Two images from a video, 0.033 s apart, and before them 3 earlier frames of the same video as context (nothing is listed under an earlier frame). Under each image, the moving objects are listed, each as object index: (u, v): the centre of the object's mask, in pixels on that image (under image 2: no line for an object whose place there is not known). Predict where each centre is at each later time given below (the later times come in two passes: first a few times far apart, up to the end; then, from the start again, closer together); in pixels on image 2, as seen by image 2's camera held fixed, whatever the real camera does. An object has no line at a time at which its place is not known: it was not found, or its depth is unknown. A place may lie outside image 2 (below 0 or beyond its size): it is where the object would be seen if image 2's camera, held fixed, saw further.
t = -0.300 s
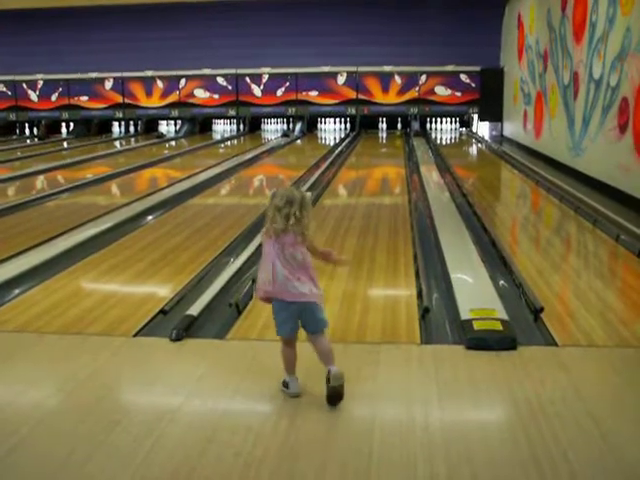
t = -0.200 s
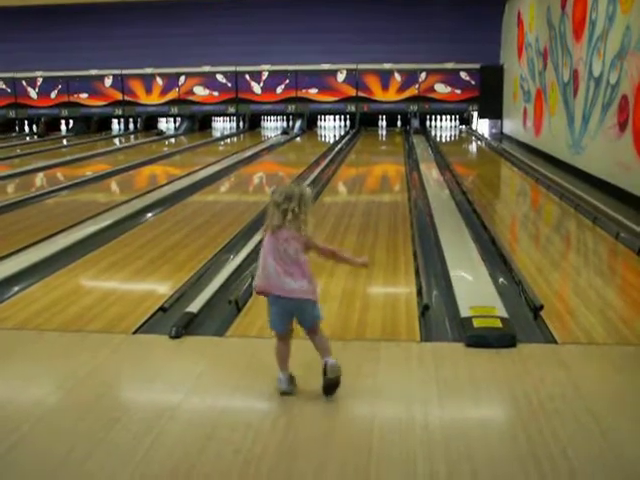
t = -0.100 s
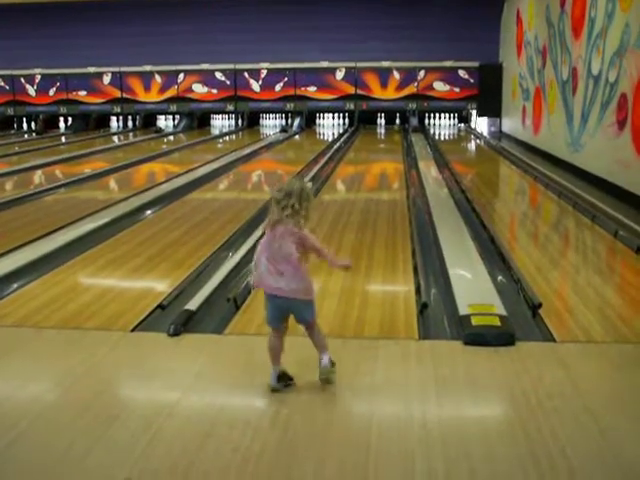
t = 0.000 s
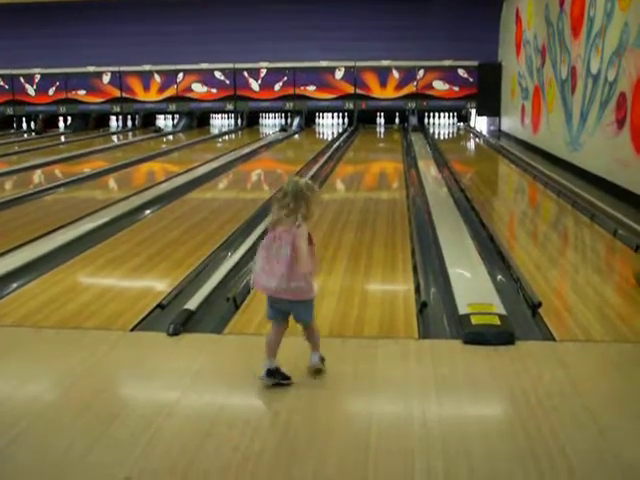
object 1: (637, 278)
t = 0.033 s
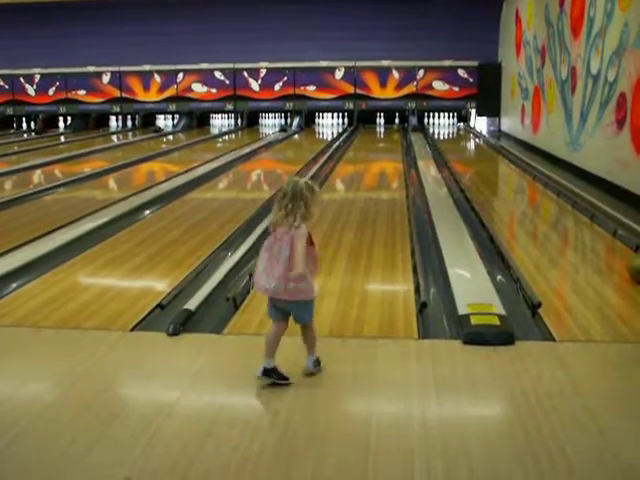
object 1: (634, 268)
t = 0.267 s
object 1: (602, 240)
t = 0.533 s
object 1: (571, 217)
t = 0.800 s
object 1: (548, 198)
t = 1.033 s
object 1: (531, 188)
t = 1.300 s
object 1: (516, 177)
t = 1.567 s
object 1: (504, 168)
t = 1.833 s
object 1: (494, 162)
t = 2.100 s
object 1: (483, 155)
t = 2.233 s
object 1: (478, 152)
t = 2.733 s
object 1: (469, 144)
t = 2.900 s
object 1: (463, 143)
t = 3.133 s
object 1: (462, 142)
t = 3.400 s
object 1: (456, 141)
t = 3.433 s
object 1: (455, 142)
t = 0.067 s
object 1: (632, 266)
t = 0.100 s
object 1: (629, 264)
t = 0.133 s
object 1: (624, 257)
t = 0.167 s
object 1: (618, 252)
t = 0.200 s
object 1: (613, 250)
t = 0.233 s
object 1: (608, 246)
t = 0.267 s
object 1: (602, 240)
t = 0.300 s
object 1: (598, 237)
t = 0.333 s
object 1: (594, 233)
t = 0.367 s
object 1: (591, 231)
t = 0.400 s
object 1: (585, 225)
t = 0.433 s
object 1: (582, 224)
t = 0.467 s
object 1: (578, 222)
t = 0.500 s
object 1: (575, 220)
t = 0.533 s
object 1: (571, 217)
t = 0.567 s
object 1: (568, 214)
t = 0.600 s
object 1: (565, 212)
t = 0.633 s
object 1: (562, 210)
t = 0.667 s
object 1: (559, 209)
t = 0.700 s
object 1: (556, 207)
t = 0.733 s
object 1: (553, 204)
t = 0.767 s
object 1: (550, 201)
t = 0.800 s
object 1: (548, 198)
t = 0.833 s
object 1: (545, 197)
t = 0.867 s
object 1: (543, 195)
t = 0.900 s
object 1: (541, 192)
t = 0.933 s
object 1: (538, 191)
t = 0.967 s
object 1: (536, 190)
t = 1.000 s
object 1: (533, 189)
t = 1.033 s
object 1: (531, 188)
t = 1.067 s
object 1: (529, 186)
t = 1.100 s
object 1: (527, 185)
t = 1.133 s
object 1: (526, 183)
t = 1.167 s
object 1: (524, 182)
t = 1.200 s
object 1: (522, 181)
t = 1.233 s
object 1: (520, 179)
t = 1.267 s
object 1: (517, 178)
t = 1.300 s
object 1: (516, 177)
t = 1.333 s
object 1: (514, 176)
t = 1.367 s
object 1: (513, 174)
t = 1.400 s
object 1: (511, 173)
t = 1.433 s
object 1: (510, 172)
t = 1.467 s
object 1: (508, 171)
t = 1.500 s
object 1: (507, 170)
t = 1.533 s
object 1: (505, 169)
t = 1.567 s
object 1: (504, 168)
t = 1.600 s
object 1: (503, 167)
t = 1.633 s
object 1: (501, 167)
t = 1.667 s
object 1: (499, 166)
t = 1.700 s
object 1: (498, 165)
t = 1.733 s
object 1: (497, 164)
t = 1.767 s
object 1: (495, 163)
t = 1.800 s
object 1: (494, 161)
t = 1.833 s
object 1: (494, 162)
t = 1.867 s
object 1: (491, 161)
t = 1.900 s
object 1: (491, 160)
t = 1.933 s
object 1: (490, 160)
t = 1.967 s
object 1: (487, 159)
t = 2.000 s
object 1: (489, 158)
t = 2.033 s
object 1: (488, 158)
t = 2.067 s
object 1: (486, 156)
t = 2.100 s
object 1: (483, 155)
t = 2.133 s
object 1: (482, 155)
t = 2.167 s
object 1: (482, 154)
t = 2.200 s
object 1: (482, 153)
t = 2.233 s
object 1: (478, 152)
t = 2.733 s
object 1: (469, 144)
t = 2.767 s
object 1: (466, 143)
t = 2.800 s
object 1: (467, 143)
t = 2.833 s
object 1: (465, 141)
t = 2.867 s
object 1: (464, 142)
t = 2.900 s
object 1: (463, 143)
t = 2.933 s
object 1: (464, 144)
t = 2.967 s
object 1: (464, 143)
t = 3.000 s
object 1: (461, 140)
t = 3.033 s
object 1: (460, 141)
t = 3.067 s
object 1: (461, 139)
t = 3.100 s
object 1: (462, 142)
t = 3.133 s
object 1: (462, 142)
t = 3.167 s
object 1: (462, 140)
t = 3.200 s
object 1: (462, 140)
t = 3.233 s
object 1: (462, 140)
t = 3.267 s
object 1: (463, 140)
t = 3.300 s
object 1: (460, 138)
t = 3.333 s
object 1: (461, 139)
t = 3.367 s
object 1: (461, 140)
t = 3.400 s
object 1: (456, 141)
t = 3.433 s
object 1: (455, 142)
